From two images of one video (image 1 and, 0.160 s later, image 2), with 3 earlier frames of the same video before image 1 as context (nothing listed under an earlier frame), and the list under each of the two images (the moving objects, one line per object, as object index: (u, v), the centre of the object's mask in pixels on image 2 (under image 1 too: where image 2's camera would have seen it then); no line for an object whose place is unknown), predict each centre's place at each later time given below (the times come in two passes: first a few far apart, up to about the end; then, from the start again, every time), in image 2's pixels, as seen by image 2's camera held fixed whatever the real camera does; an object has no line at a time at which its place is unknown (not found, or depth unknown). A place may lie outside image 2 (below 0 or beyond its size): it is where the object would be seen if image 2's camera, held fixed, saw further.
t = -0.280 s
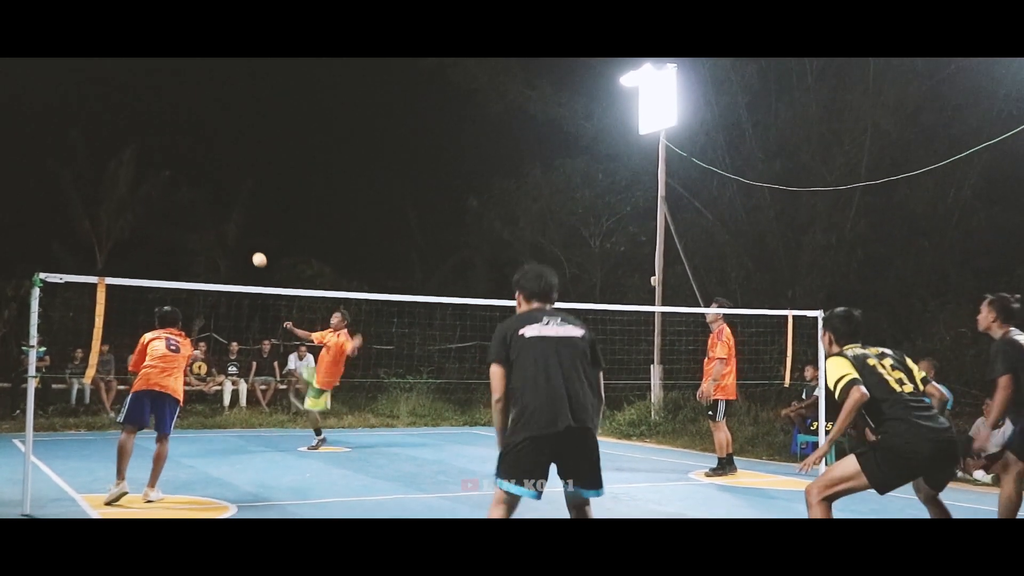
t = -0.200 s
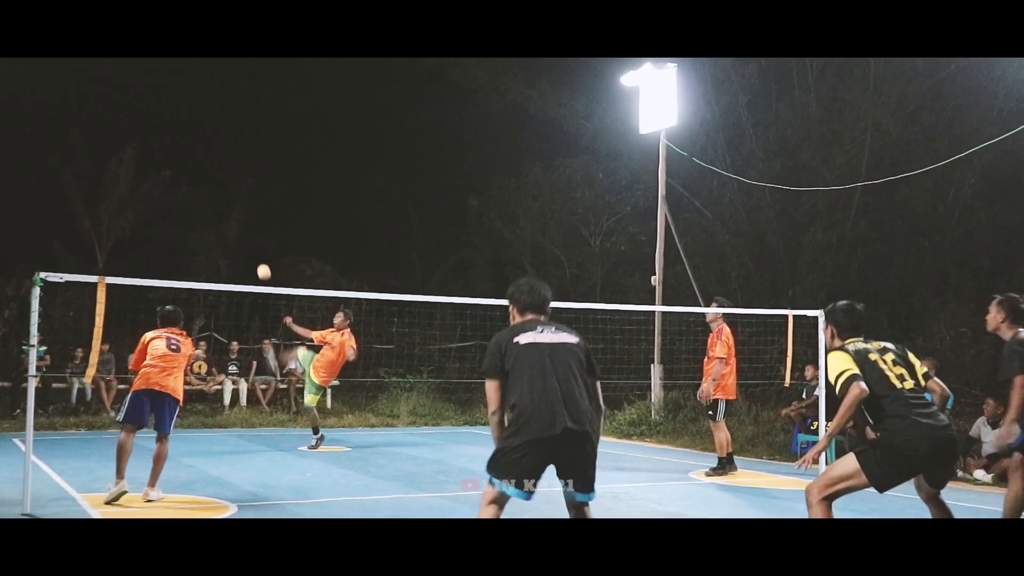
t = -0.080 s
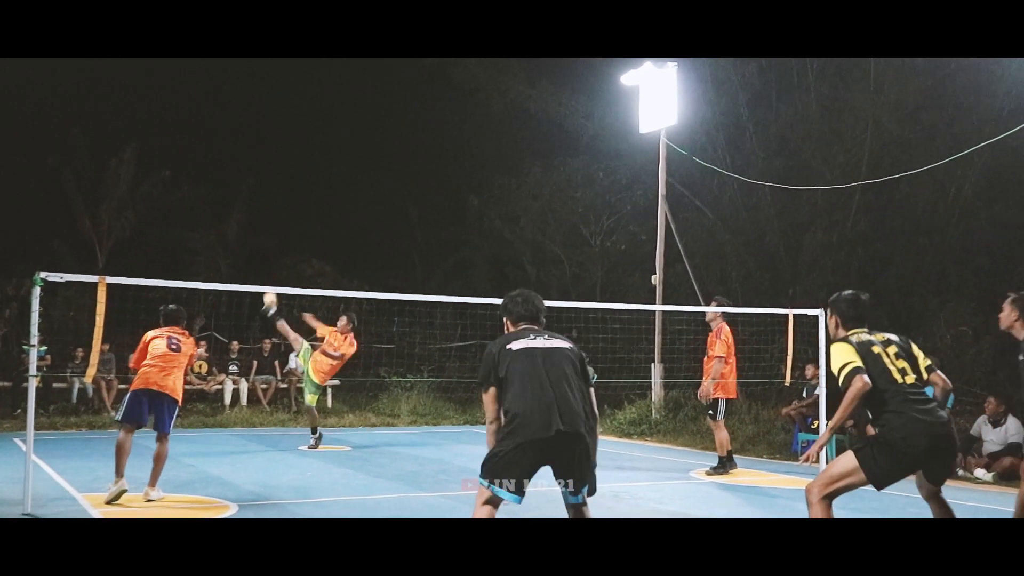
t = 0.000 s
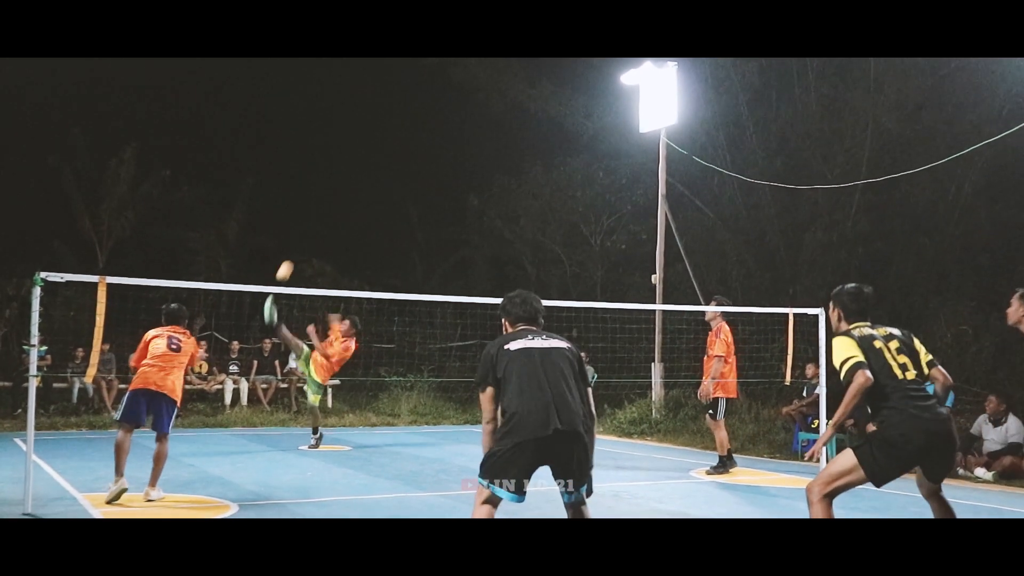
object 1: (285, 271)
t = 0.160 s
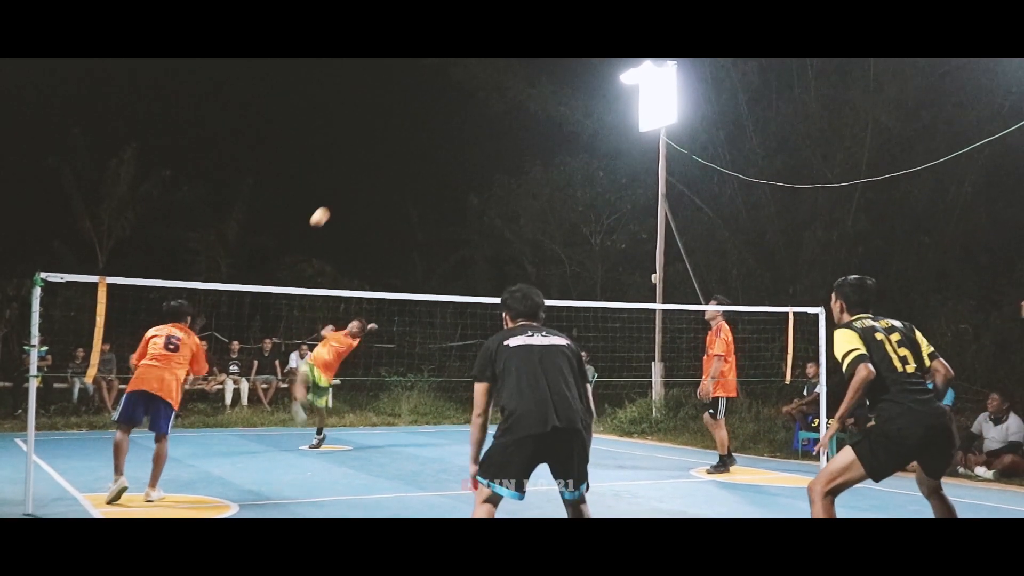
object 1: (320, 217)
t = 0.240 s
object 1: (340, 196)
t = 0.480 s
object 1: (416, 164)
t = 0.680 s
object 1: (506, 195)
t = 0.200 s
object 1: (330, 206)
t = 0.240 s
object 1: (340, 196)
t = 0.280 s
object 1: (351, 187)
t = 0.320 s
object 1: (363, 179)
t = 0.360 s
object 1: (375, 173)
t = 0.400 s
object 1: (387, 169)
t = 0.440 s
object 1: (401, 165)
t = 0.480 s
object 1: (416, 164)
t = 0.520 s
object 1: (432, 165)
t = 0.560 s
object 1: (448, 168)
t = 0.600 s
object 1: (466, 174)
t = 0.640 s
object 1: (485, 183)
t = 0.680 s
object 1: (506, 195)
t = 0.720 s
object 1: (529, 211)
